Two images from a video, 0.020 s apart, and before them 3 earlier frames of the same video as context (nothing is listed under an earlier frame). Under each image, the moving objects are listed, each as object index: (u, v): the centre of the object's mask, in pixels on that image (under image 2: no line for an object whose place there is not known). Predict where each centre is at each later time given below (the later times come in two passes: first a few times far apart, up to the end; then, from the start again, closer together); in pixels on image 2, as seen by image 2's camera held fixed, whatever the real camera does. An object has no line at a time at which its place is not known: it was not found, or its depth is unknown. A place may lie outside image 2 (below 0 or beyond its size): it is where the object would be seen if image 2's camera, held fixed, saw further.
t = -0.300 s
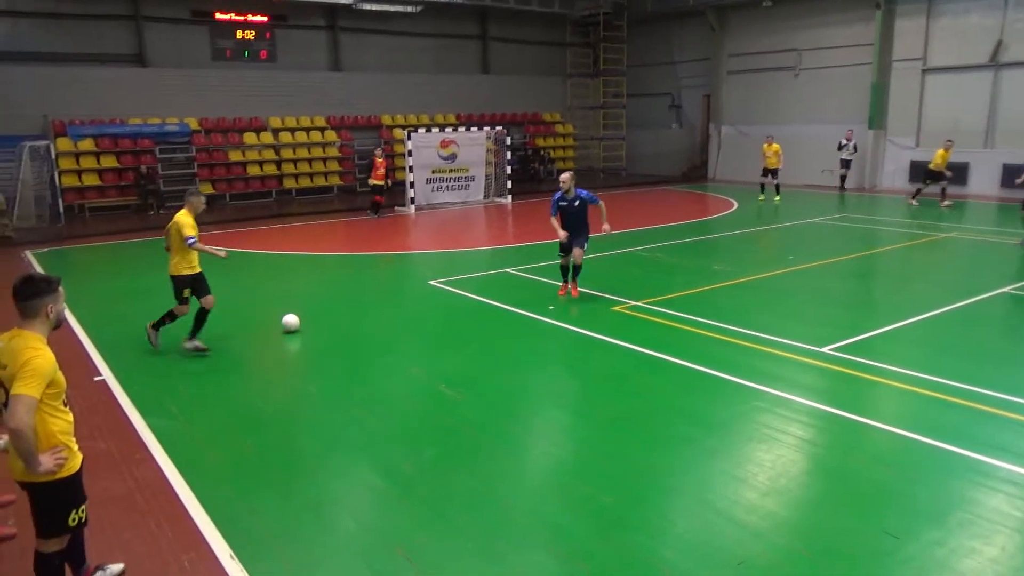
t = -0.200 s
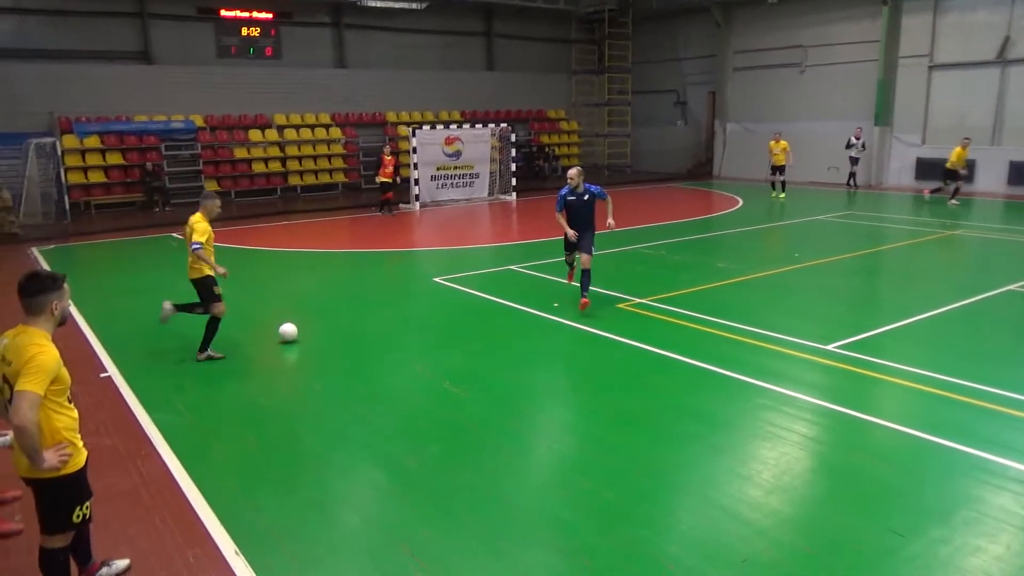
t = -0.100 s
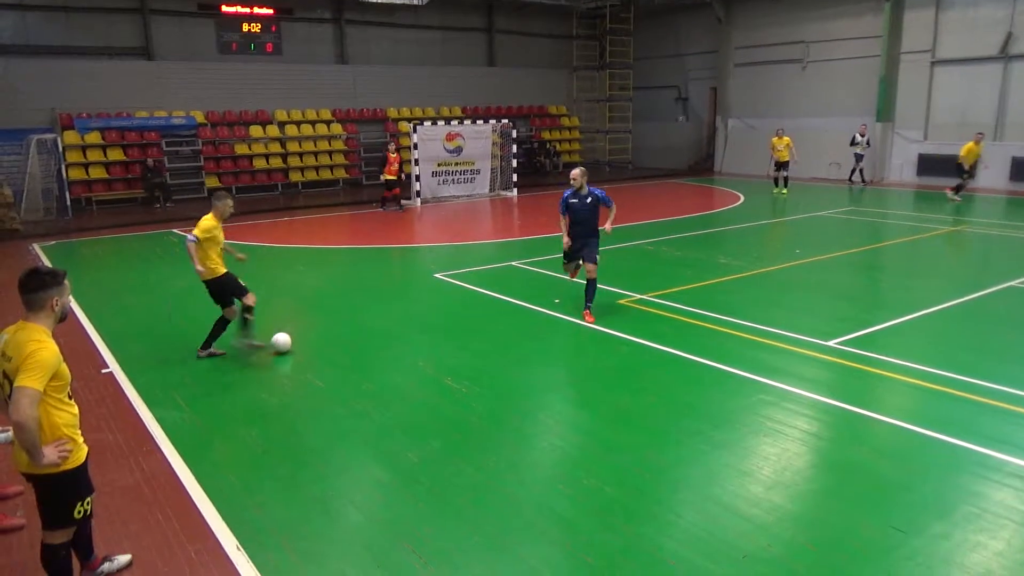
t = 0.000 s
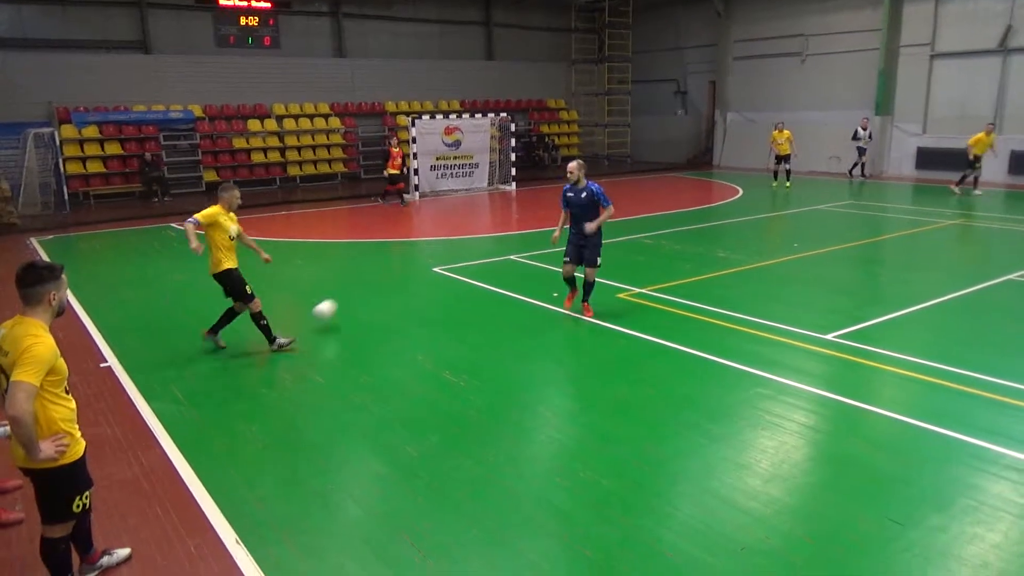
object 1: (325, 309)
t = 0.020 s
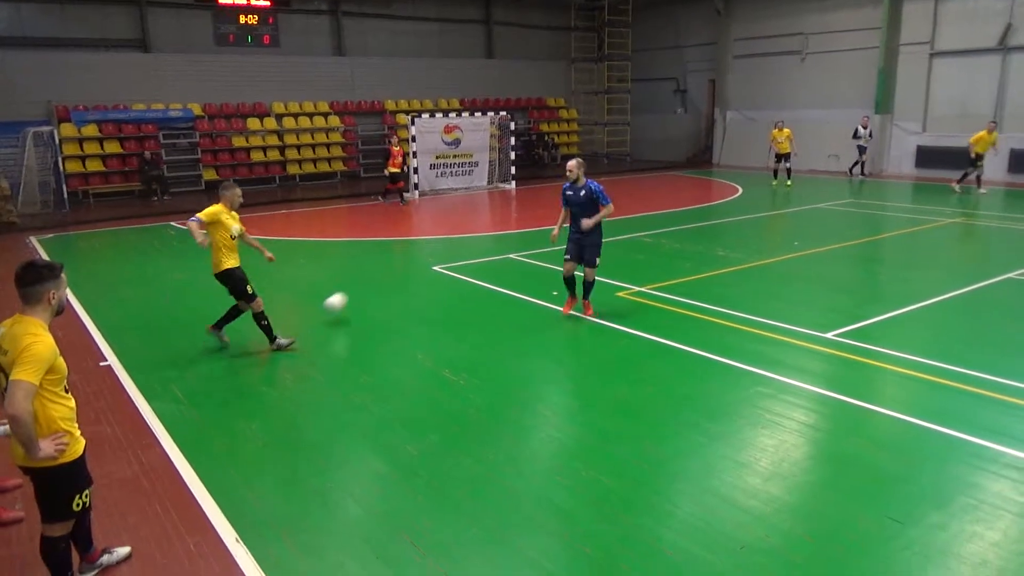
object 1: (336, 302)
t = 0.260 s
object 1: (438, 267)
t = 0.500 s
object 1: (498, 242)
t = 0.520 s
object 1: (502, 240)
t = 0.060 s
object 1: (357, 292)
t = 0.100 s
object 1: (376, 284)
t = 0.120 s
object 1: (385, 280)
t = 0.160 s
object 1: (402, 274)
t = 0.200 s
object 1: (417, 270)
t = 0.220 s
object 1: (424, 269)
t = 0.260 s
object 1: (438, 267)
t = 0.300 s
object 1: (450, 261)
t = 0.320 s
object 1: (456, 258)
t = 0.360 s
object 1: (466, 252)
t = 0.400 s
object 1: (476, 248)
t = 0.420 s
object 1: (481, 246)
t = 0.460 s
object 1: (489, 244)
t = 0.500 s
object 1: (498, 242)
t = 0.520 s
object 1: (502, 240)
